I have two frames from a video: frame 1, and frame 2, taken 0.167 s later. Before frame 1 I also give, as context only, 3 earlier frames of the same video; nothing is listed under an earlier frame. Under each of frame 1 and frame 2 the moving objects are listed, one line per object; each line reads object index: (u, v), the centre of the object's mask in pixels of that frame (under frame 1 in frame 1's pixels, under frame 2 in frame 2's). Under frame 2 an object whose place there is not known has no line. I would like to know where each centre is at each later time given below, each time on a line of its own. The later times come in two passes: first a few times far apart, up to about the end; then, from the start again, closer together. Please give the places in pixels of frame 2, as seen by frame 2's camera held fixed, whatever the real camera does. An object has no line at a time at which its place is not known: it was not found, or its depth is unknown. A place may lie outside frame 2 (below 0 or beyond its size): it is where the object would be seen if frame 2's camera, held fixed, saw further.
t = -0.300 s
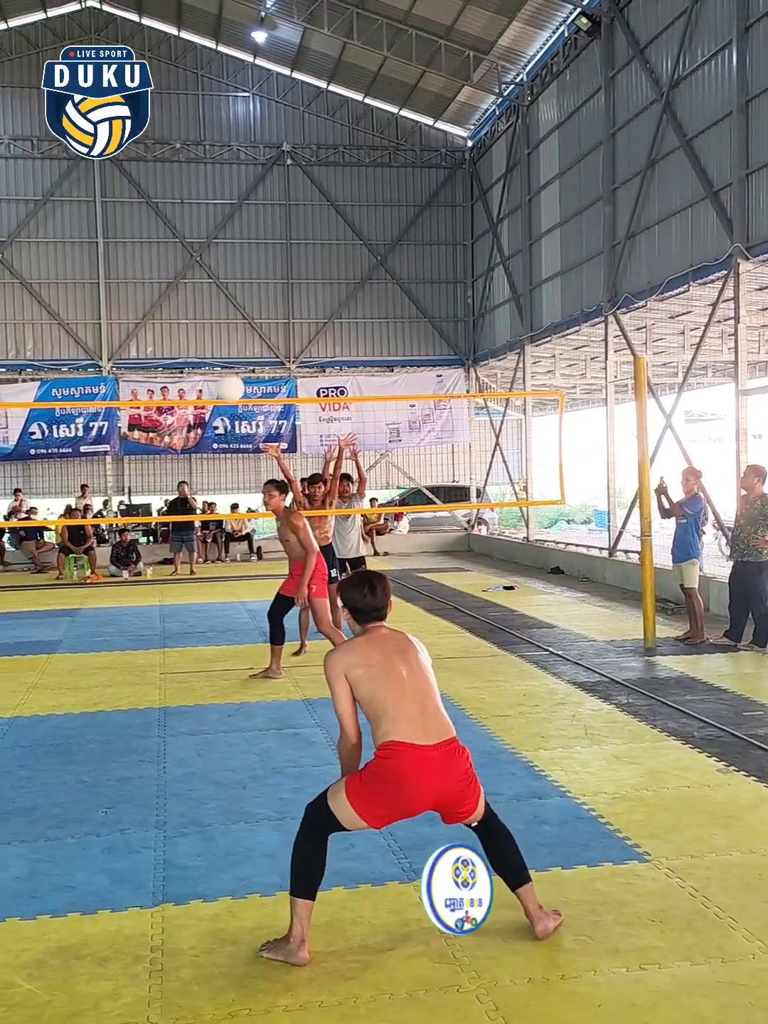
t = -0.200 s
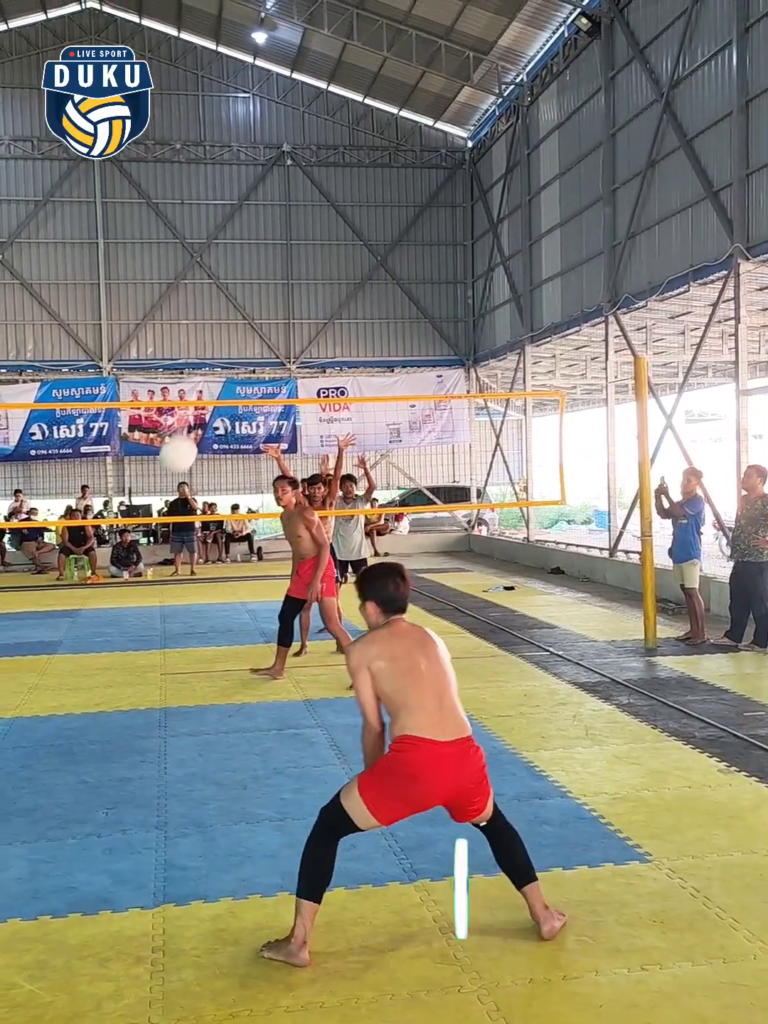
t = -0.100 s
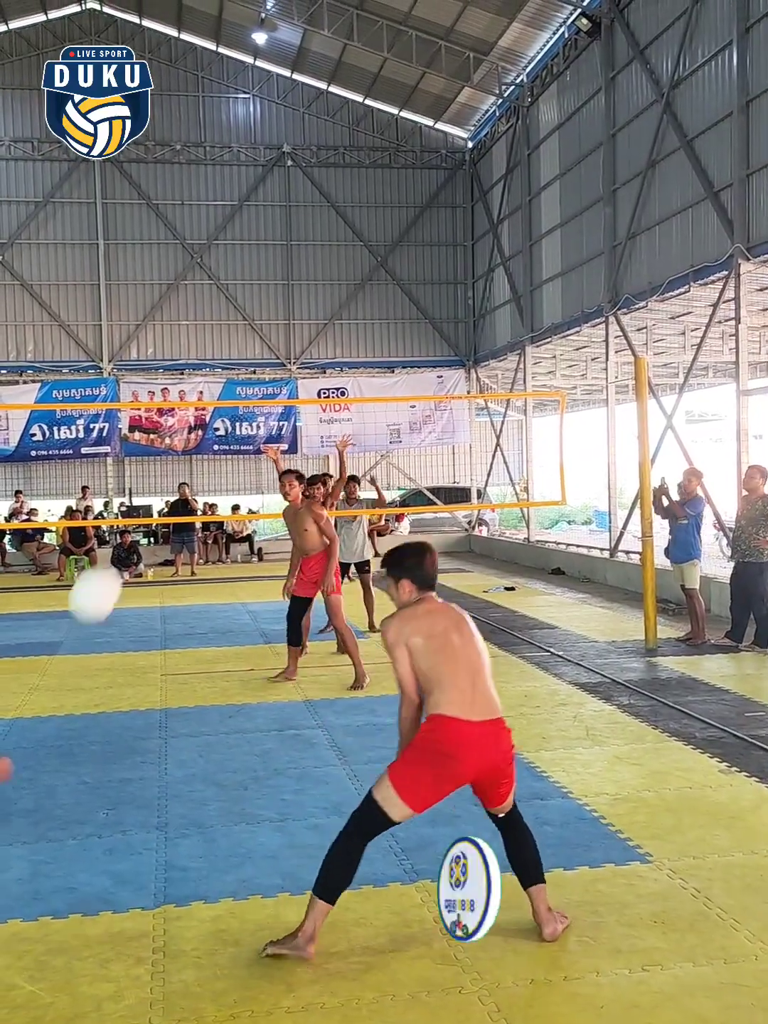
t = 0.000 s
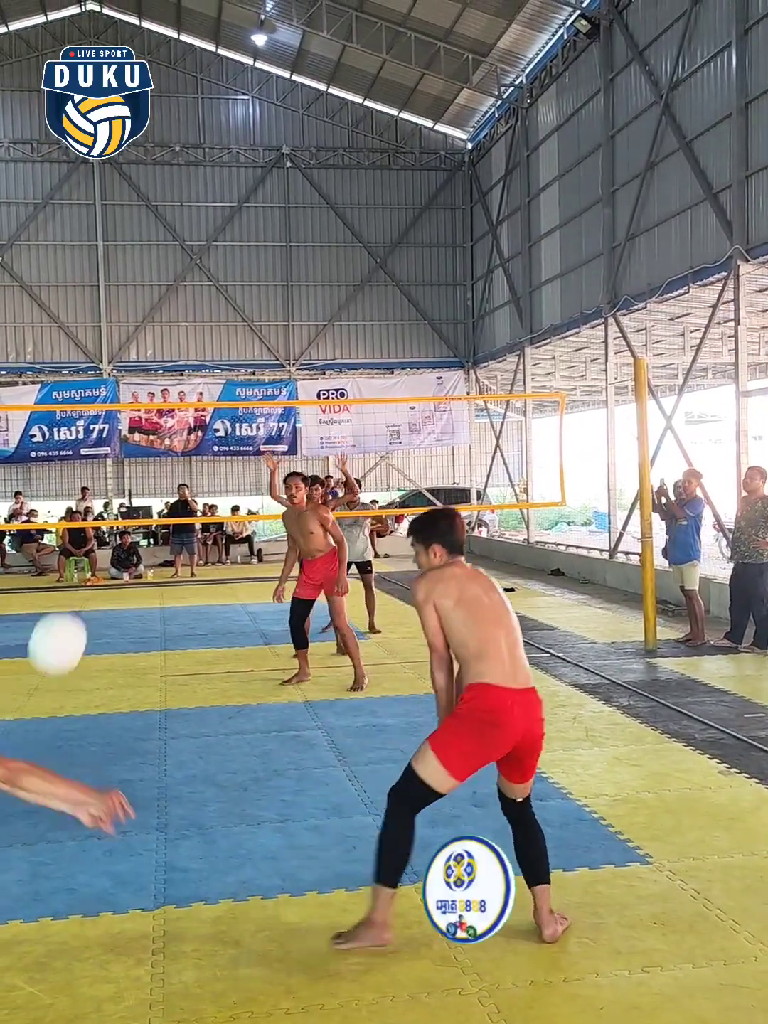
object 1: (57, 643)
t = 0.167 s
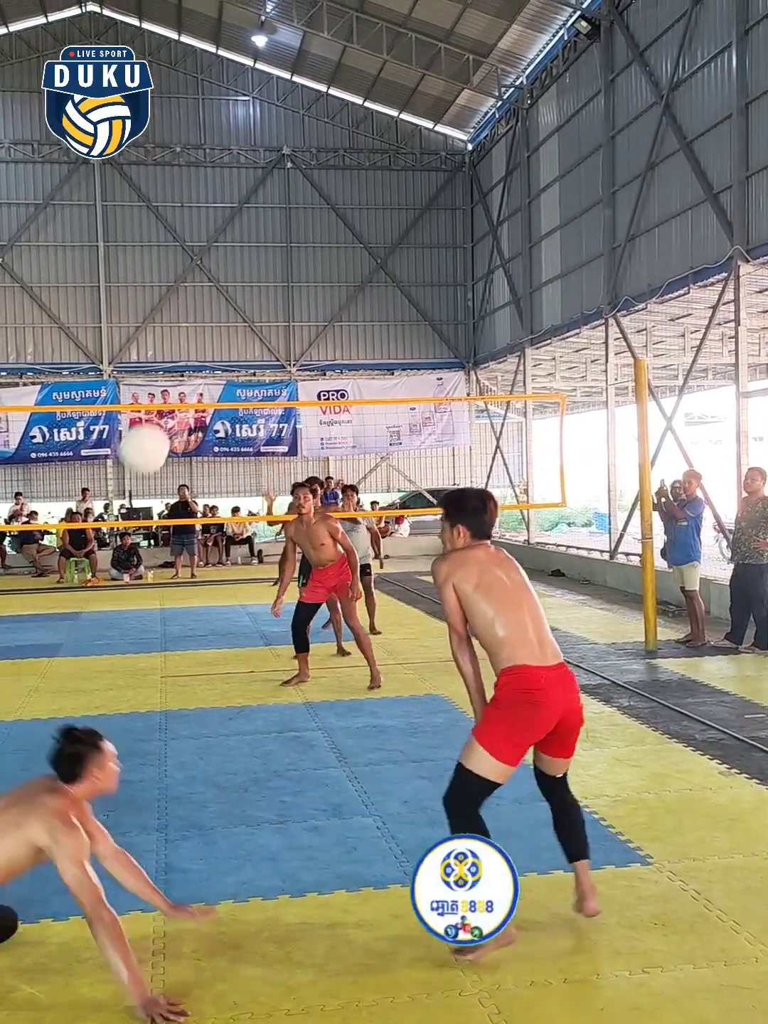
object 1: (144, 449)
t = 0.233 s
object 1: (176, 389)
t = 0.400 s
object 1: (239, 299)
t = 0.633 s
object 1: (306, 270)
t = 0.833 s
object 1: (351, 310)
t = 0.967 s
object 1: (377, 362)
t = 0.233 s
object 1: (176, 389)
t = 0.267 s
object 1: (190, 365)
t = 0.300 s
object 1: (203, 344)
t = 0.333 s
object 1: (216, 326)
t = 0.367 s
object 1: (228, 311)
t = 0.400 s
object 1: (239, 299)
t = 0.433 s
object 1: (250, 288)
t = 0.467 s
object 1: (261, 280)
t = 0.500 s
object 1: (271, 275)
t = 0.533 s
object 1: (280, 271)
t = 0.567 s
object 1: (289, 268)
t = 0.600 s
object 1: (298, 268)
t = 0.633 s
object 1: (306, 270)
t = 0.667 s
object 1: (318, 275)
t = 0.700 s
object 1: (326, 280)
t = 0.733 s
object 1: (334, 288)
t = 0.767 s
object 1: (337, 291)
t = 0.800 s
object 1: (344, 300)
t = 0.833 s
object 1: (351, 310)
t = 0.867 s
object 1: (358, 321)
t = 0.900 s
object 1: (364, 334)
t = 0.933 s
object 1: (371, 347)
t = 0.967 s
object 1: (377, 362)
